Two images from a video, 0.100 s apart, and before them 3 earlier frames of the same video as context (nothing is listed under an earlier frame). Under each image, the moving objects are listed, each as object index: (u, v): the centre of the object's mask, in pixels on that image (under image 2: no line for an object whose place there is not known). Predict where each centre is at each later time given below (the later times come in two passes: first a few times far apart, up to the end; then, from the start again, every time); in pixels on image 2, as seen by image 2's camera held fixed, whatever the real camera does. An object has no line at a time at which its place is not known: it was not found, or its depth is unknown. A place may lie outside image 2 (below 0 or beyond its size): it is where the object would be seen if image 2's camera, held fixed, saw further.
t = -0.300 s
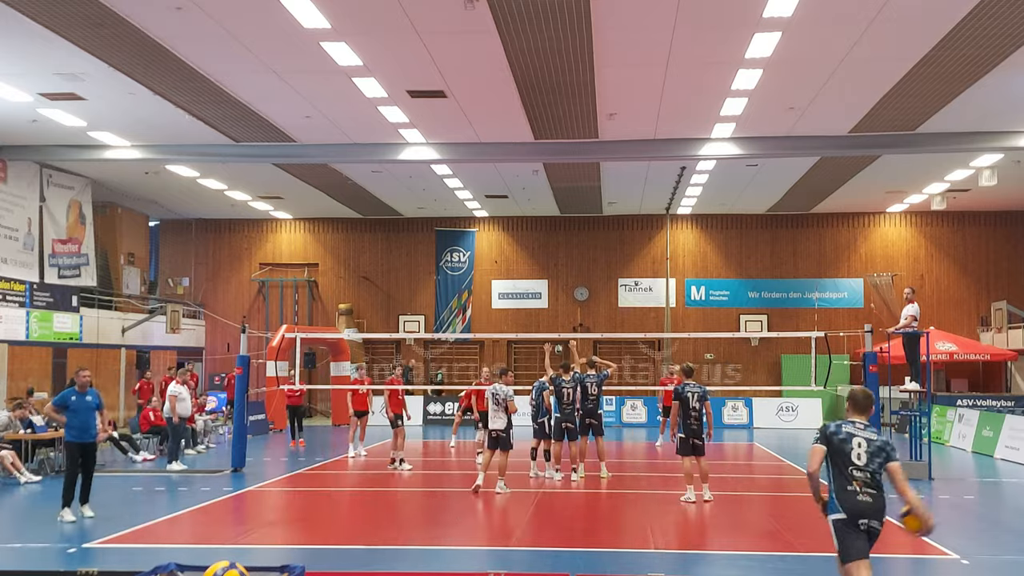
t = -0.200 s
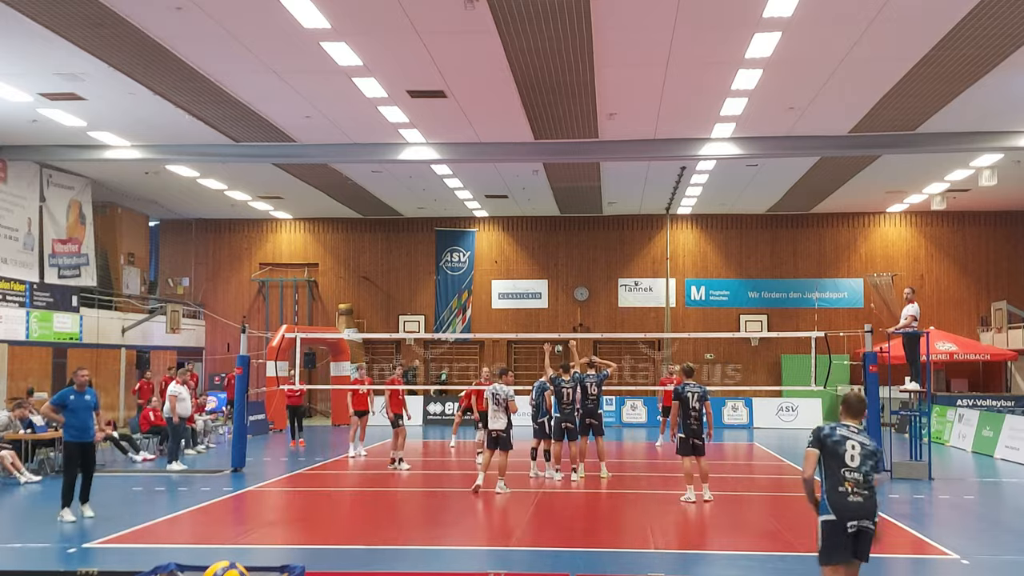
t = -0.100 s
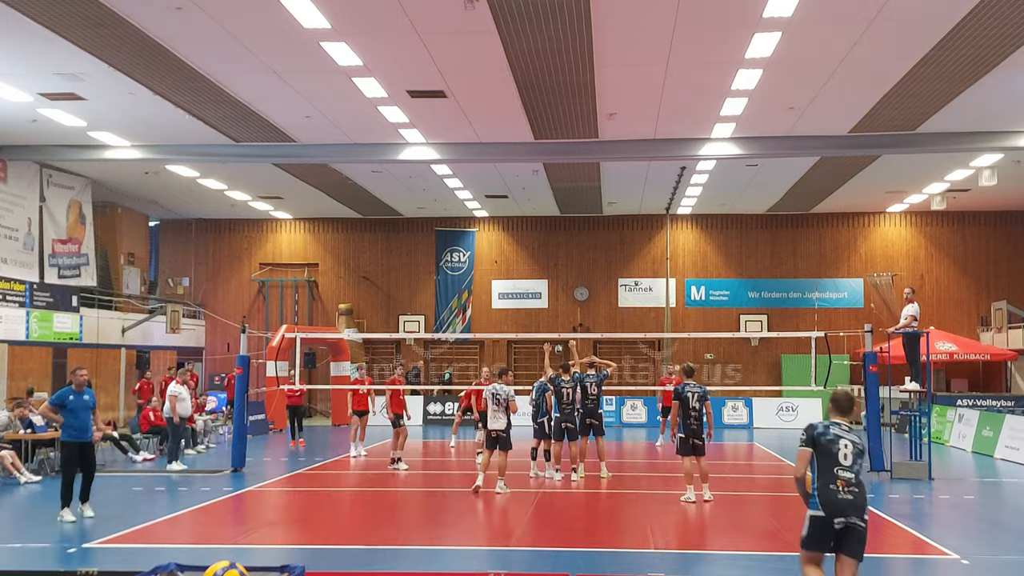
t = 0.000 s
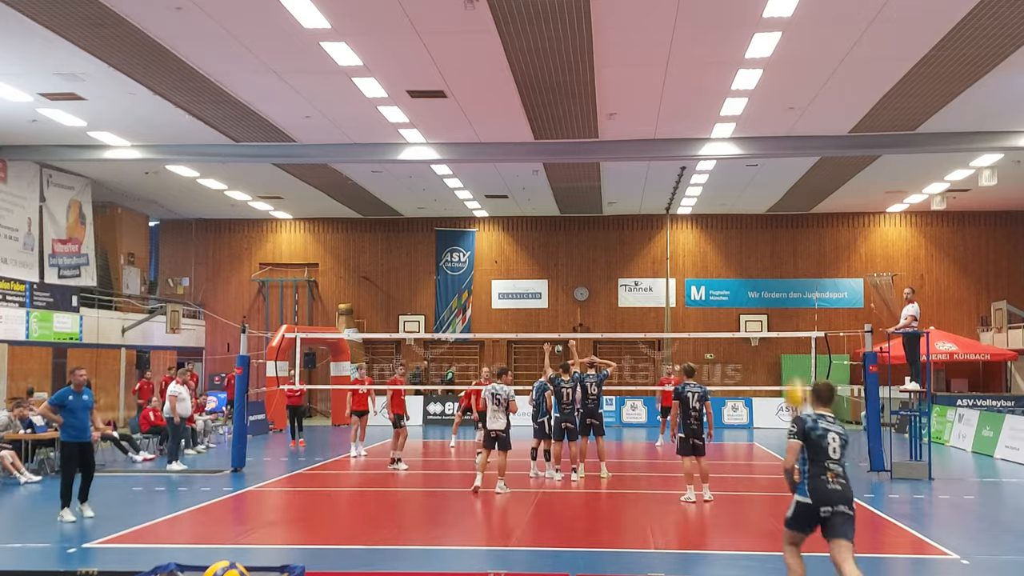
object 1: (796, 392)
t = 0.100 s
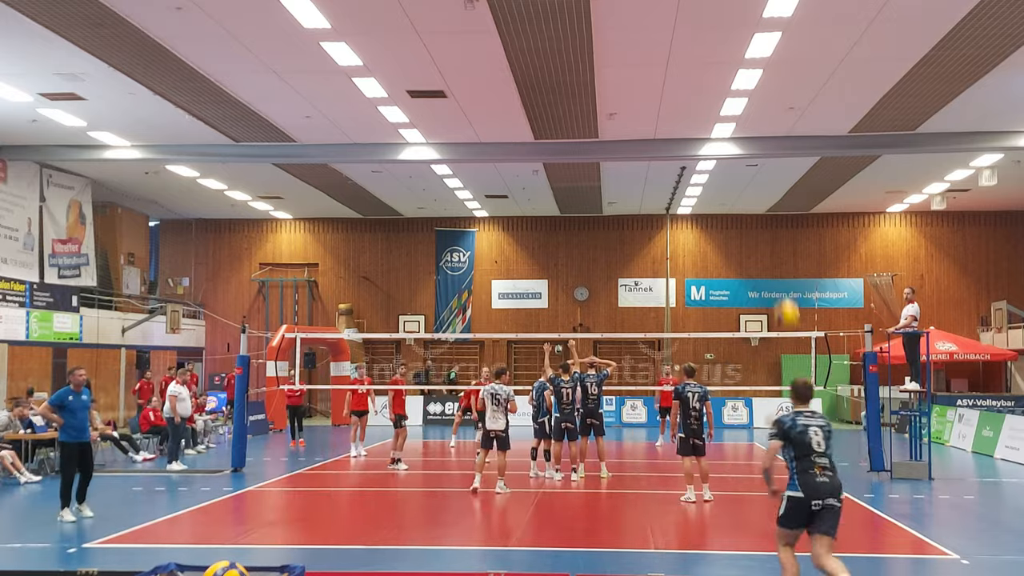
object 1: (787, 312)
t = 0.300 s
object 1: (770, 202)
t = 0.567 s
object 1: (750, 140)
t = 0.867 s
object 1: (730, 163)
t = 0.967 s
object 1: (725, 188)
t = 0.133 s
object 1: (783, 289)
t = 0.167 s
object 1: (781, 268)
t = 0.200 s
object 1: (779, 248)
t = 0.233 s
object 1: (775, 230)
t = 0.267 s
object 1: (773, 217)
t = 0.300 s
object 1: (770, 202)
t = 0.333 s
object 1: (767, 190)
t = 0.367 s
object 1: (765, 178)
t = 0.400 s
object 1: (763, 168)
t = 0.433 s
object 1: (760, 159)
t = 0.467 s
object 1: (757, 153)
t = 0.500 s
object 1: (755, 147)
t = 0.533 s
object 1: (753, 143)
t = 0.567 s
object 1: (750, 140)
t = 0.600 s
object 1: (748, 138)
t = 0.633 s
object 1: (745, 137)
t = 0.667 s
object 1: (743, 137)
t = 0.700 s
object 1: (741, 139)
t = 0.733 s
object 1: (739, 142)
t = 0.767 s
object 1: (737, 145)
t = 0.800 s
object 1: (734, 149)
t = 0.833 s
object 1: (732, 156)
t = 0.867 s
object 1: (730, 163)
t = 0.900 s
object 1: (728, 170)
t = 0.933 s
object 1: (726, 178)
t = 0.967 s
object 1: (725, 188)
